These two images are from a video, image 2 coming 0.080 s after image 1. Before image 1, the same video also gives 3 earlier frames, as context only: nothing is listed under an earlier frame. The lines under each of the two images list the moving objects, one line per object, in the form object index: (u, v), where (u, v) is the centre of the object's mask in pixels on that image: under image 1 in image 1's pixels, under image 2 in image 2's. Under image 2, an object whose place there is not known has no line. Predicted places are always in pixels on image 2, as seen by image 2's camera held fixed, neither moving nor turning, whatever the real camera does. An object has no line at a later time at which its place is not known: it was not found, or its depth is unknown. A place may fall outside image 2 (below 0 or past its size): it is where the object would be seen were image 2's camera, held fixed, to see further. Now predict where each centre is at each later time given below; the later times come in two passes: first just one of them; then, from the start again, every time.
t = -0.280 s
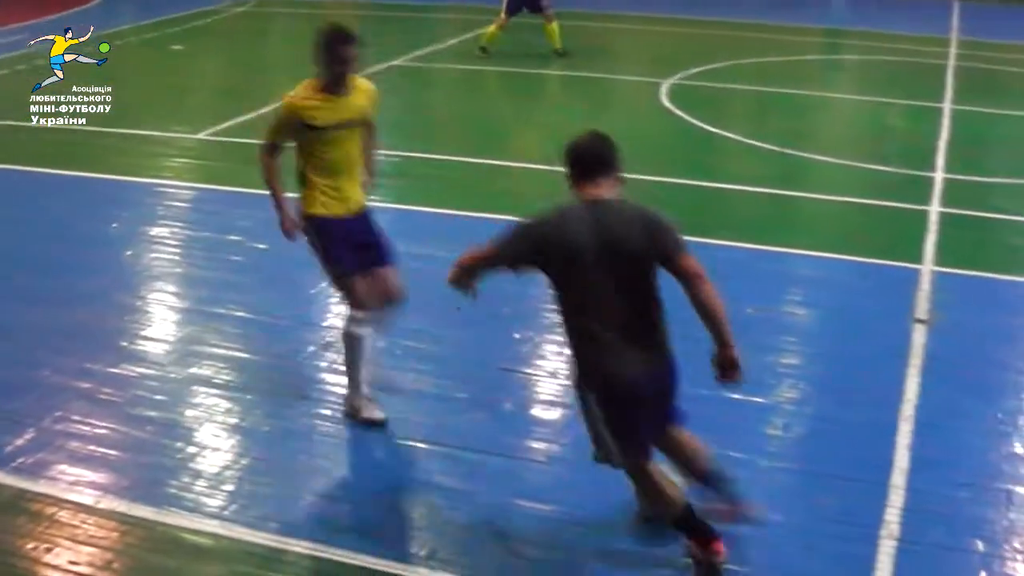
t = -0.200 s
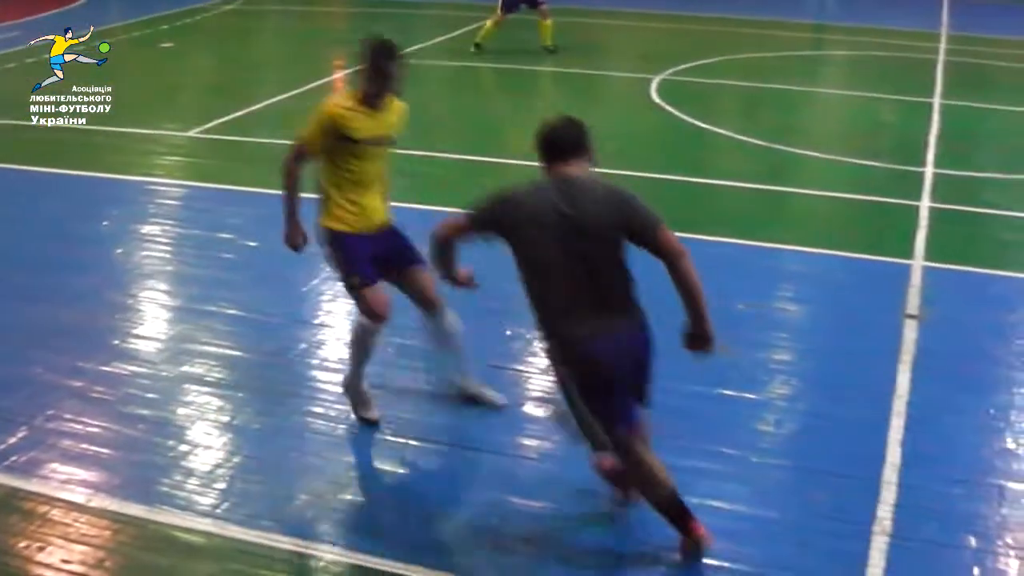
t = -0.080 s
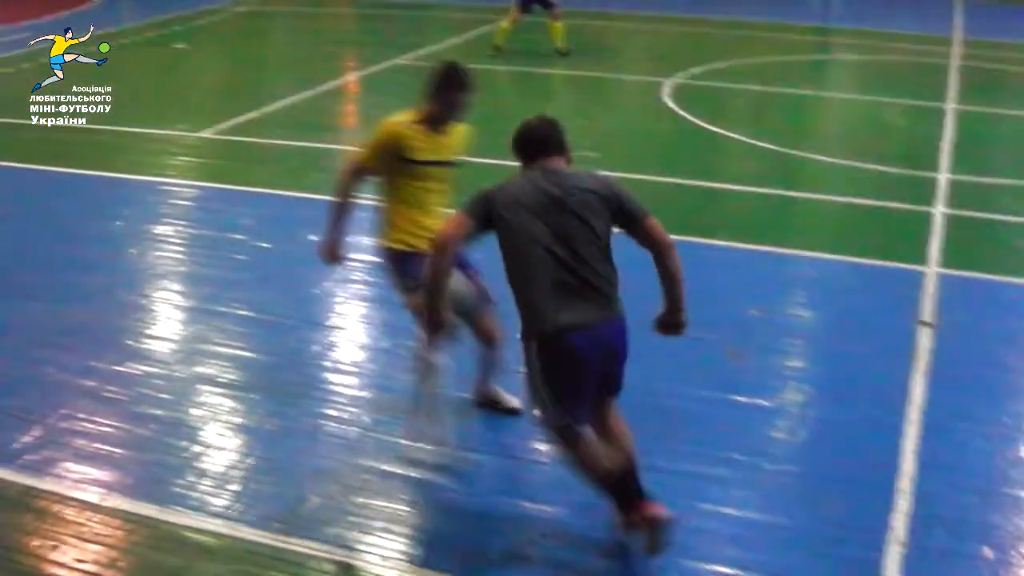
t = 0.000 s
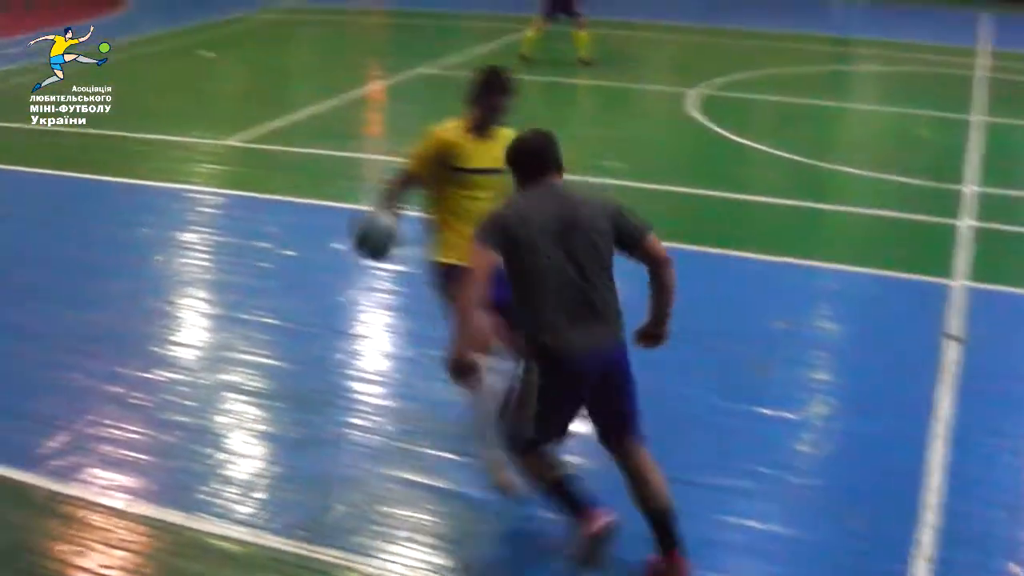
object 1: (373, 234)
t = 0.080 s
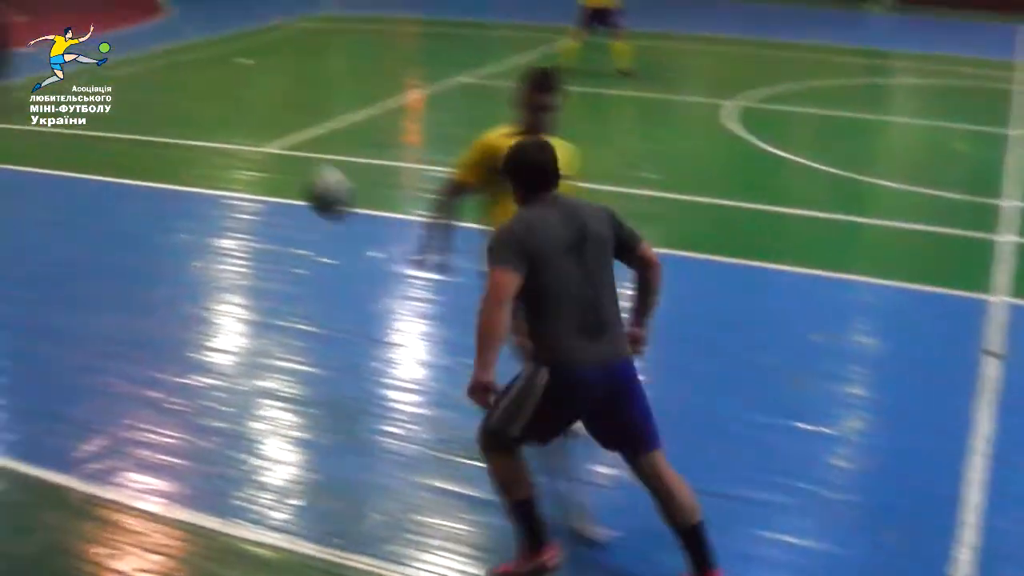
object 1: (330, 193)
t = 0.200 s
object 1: (216, 148)
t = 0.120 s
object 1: (290, 175)
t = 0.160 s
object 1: (252, 160)
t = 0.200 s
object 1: (216, 148)
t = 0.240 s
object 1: (182, 141)
